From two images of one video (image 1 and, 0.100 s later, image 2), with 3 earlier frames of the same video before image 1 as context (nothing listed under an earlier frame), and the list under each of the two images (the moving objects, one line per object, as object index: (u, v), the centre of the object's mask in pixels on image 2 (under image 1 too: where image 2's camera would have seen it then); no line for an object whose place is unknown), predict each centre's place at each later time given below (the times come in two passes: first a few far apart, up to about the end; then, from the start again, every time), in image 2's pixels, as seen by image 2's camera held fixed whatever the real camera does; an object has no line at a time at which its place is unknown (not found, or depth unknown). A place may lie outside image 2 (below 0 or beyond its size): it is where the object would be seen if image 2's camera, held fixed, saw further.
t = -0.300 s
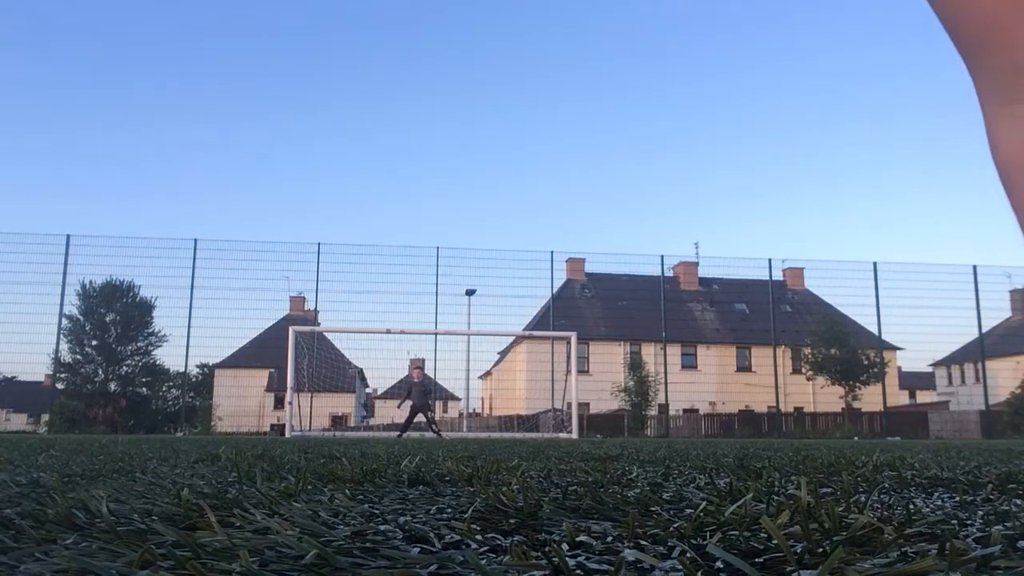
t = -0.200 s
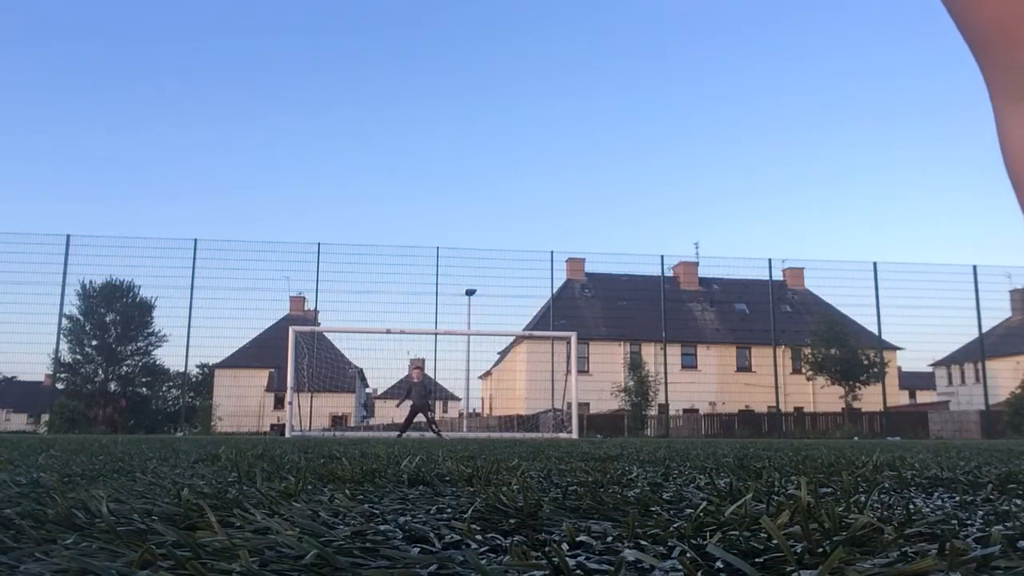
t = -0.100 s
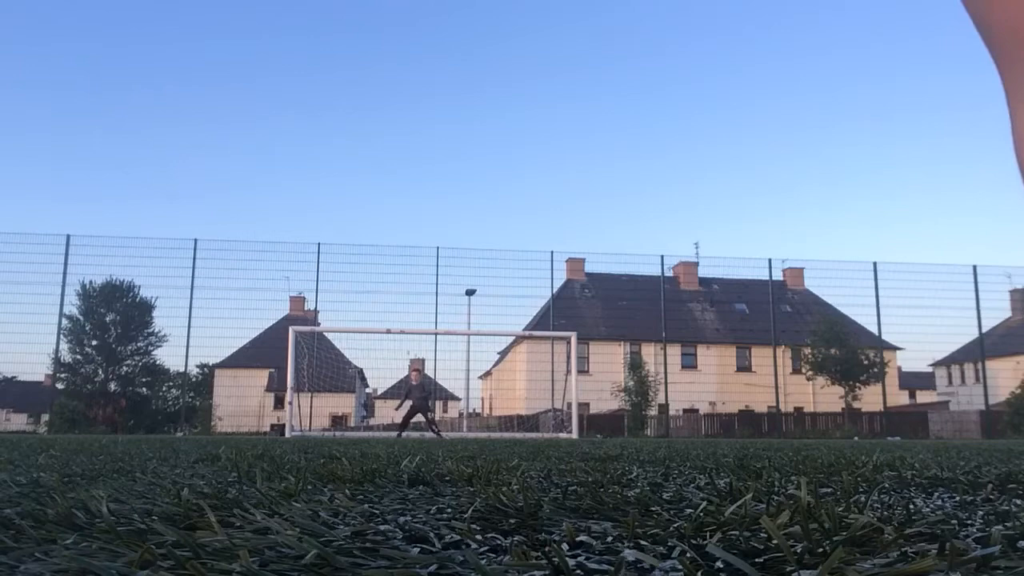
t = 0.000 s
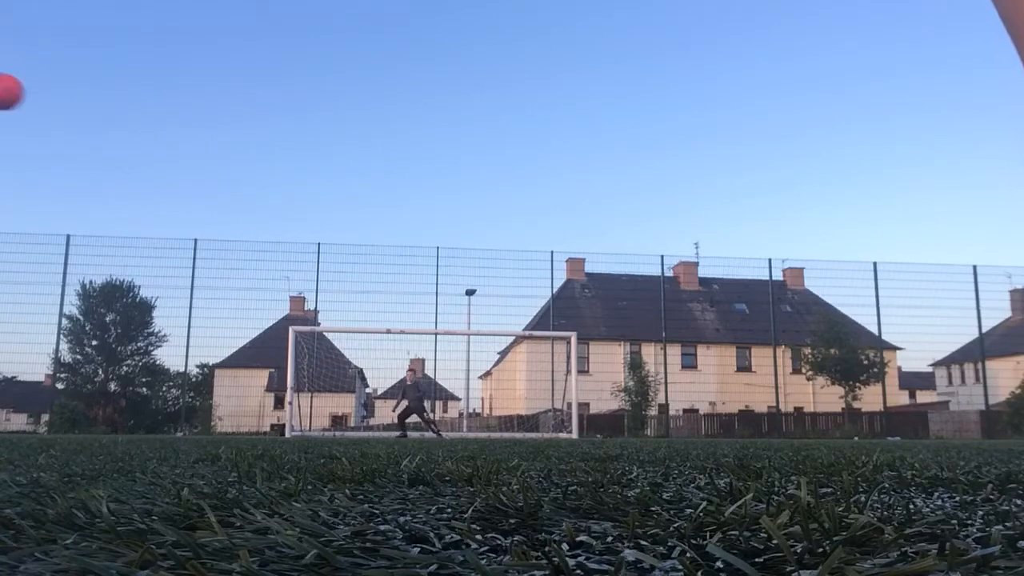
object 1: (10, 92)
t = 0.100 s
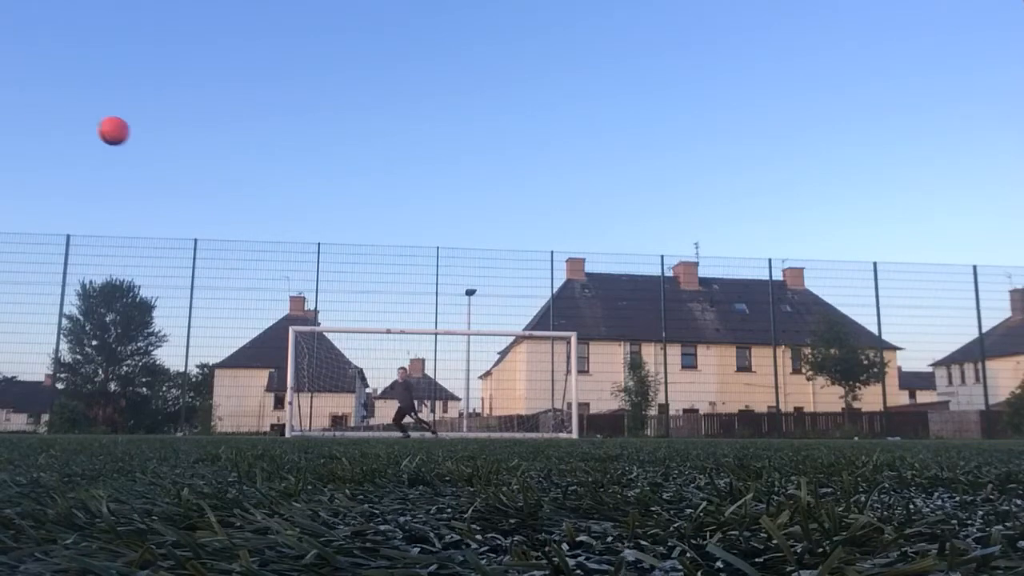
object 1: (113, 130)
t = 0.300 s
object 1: (228, 193)
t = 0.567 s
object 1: (297, 265)
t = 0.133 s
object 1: (140, 142)
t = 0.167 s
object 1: (162, 153)
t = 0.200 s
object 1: (182, 163)
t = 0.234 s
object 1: (199, 174)
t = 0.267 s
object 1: (215, 184)
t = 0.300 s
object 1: (228, 193)
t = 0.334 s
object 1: (240, 202)
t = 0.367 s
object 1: (251, 212)
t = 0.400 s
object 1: (261, 221)
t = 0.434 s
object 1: (269, 230)
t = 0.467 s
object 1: (277, 239)
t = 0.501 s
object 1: (284, 248)
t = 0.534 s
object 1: (290, 256)
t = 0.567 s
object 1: (297, 265)
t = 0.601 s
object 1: (302, 274)
